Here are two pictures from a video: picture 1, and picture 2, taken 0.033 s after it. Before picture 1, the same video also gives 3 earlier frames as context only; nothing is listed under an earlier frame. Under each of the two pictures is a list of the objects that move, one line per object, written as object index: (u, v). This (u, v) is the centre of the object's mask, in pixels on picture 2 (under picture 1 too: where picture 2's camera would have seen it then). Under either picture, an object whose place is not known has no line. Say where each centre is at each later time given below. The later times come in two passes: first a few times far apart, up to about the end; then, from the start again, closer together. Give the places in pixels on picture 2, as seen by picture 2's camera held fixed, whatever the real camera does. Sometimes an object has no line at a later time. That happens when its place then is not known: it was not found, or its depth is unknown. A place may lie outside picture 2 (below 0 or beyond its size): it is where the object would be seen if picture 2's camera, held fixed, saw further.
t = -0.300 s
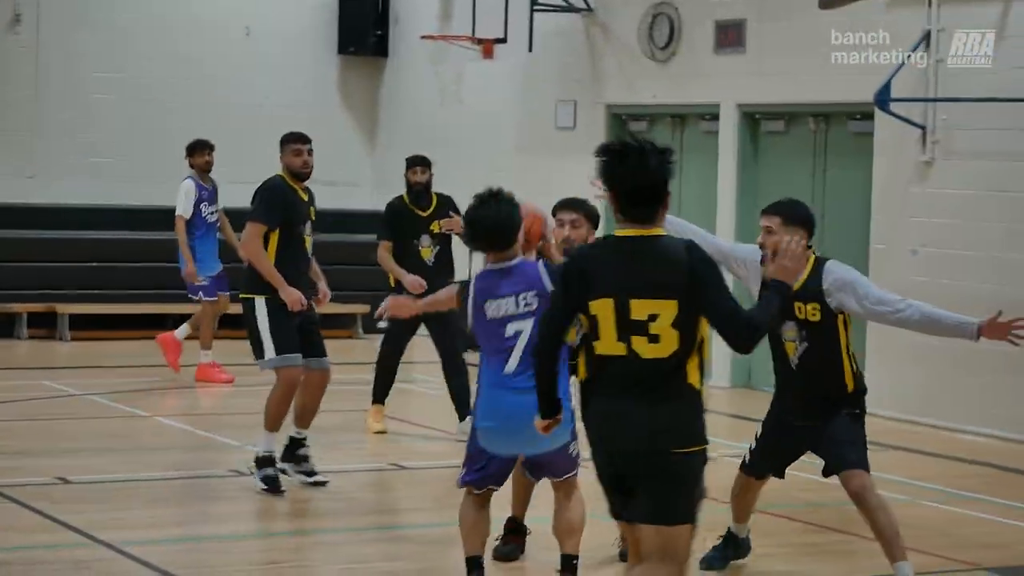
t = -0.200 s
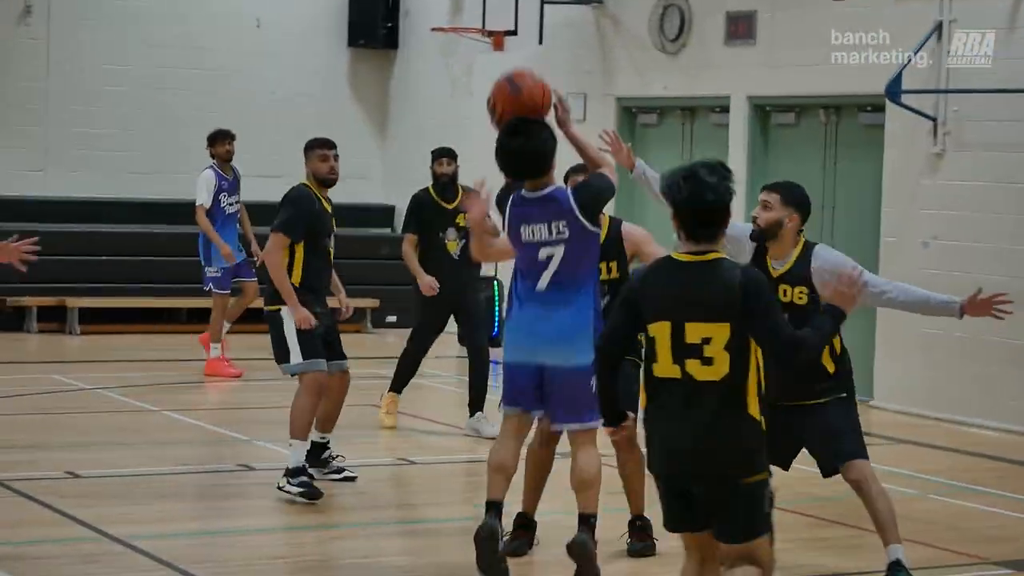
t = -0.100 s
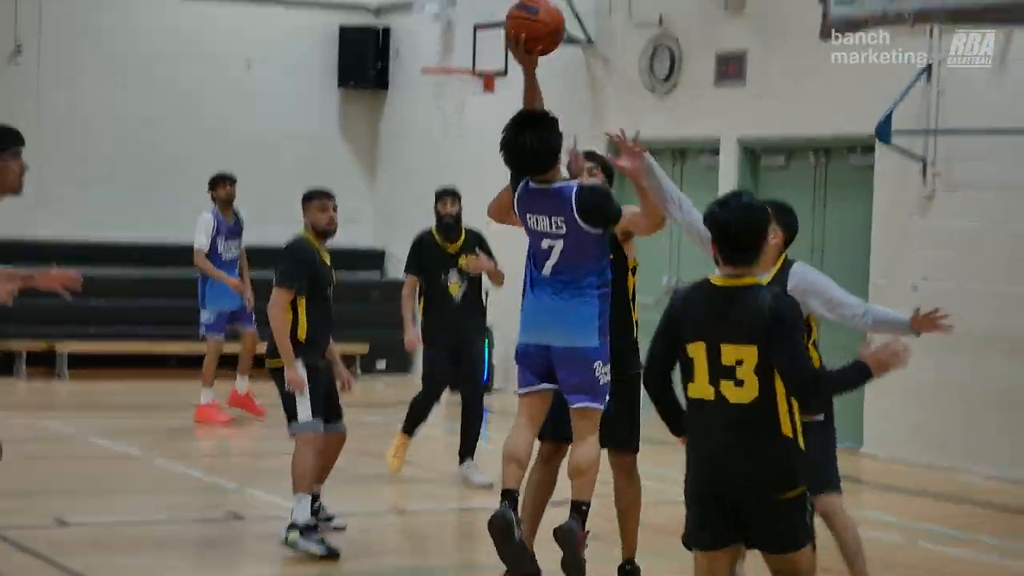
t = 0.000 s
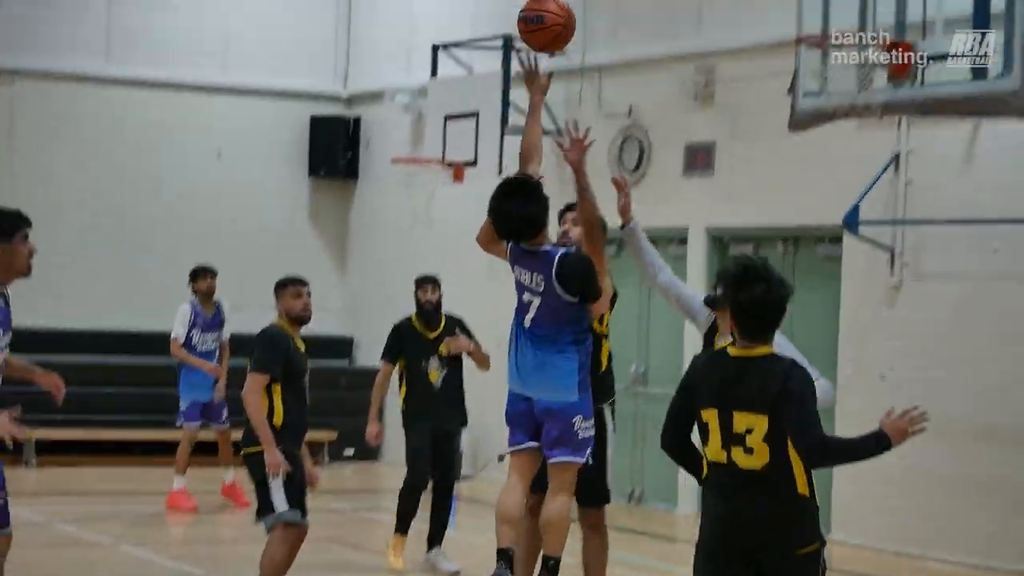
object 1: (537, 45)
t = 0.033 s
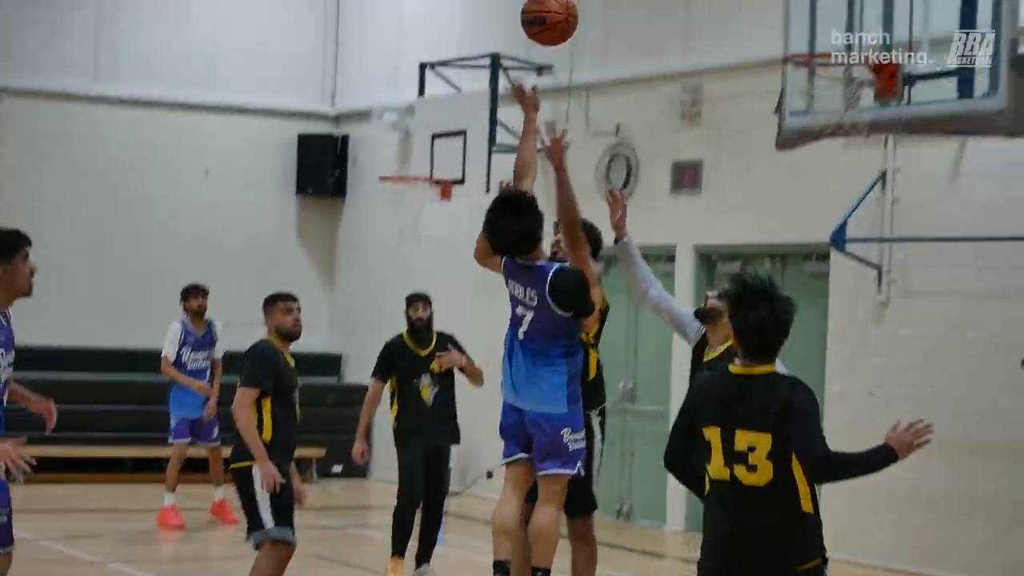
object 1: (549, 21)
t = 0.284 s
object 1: (644, -78)
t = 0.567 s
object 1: (731, -17)
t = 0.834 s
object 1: (674, 112)
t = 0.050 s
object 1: (555, 12)
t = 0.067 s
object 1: (562, 3)
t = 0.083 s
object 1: (567, -5)
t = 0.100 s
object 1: (576, -14)
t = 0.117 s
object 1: (583, -23)
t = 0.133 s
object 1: (589, -32)
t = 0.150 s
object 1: (595, -40)
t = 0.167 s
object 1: (602, -47)
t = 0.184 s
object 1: (608, -53)
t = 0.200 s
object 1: (614, -59)
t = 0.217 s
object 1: (619, -64)
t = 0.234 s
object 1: (625, -69)
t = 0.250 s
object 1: (631, -73)
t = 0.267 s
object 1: (638, -76)
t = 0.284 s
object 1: (644, -78)
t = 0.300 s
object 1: (649, -79)
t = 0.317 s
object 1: (655, -80)
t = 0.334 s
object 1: (661, -79)
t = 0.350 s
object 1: (666, -79)
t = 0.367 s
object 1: (672, -77)
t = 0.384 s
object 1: (678, -75)
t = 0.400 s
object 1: (683, -72)
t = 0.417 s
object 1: (688, -69)
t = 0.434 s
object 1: (693, -65)
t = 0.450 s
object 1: (699, -61)
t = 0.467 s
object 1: (704, -56)
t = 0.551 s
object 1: (727, -25)
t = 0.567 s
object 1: (731, -17)
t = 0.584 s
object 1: (736, -9)
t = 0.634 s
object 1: (749, 18)
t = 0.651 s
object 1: (753, 28)
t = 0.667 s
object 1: (757, 38)
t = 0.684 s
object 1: (761, 49)
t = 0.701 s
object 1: (758, 55)
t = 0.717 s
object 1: (747, 61)
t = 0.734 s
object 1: (738, 67)
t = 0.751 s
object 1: (727, 72)
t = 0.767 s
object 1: (717, 80)
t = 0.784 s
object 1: (706, 88)
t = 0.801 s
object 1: (695, 96)
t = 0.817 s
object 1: (685, 103)
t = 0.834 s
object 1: (674, 112)
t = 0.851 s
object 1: (663, 122)
